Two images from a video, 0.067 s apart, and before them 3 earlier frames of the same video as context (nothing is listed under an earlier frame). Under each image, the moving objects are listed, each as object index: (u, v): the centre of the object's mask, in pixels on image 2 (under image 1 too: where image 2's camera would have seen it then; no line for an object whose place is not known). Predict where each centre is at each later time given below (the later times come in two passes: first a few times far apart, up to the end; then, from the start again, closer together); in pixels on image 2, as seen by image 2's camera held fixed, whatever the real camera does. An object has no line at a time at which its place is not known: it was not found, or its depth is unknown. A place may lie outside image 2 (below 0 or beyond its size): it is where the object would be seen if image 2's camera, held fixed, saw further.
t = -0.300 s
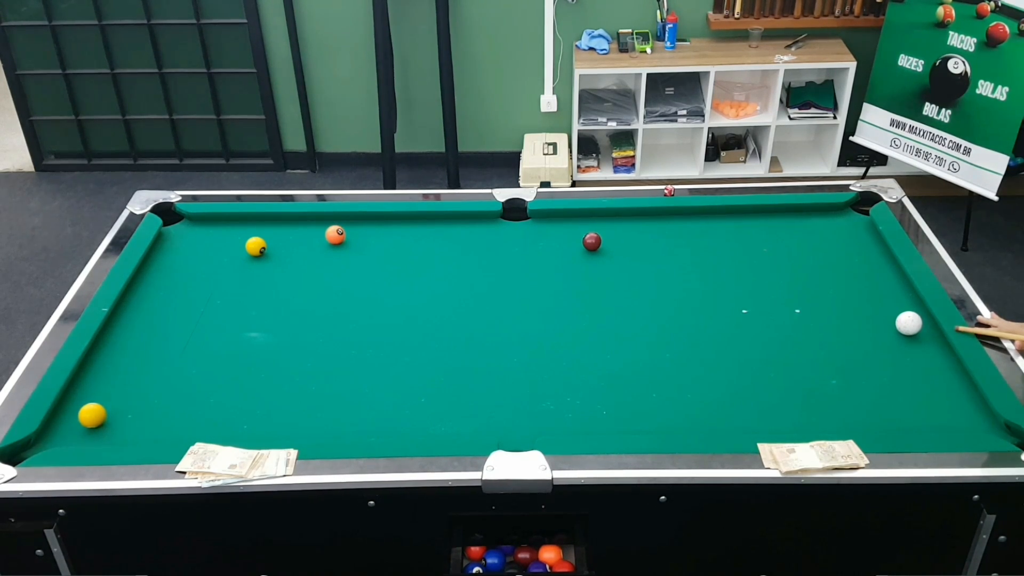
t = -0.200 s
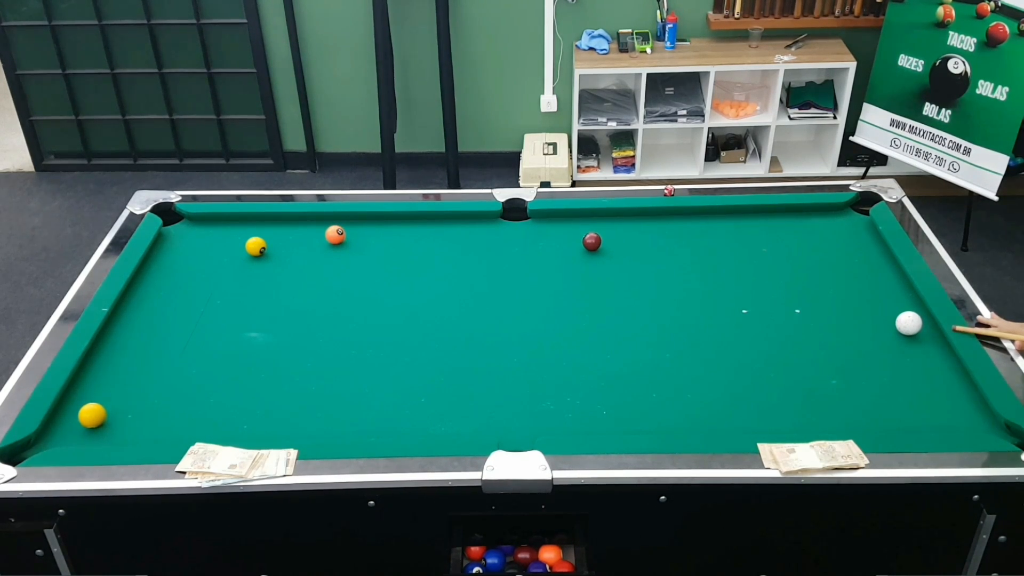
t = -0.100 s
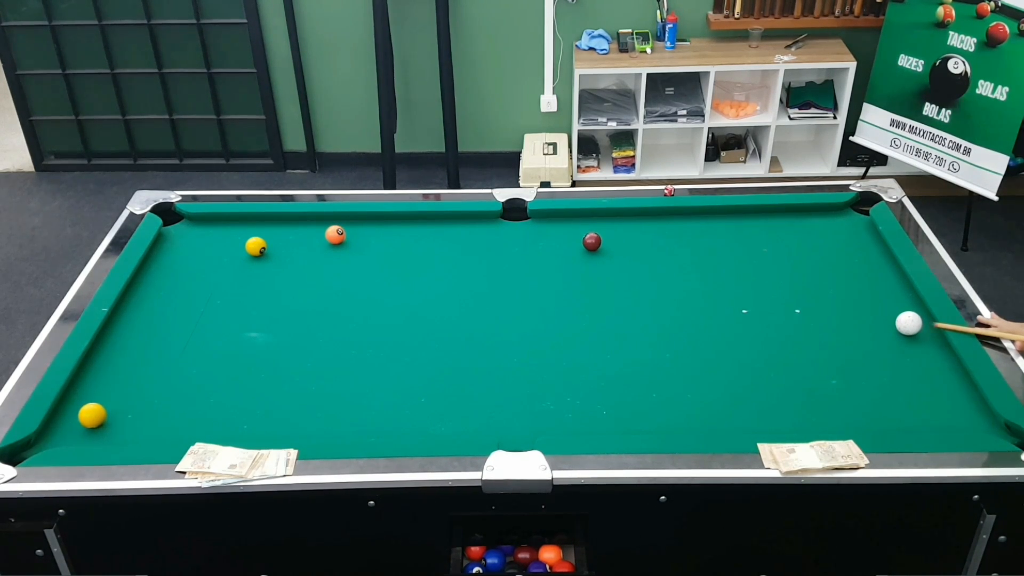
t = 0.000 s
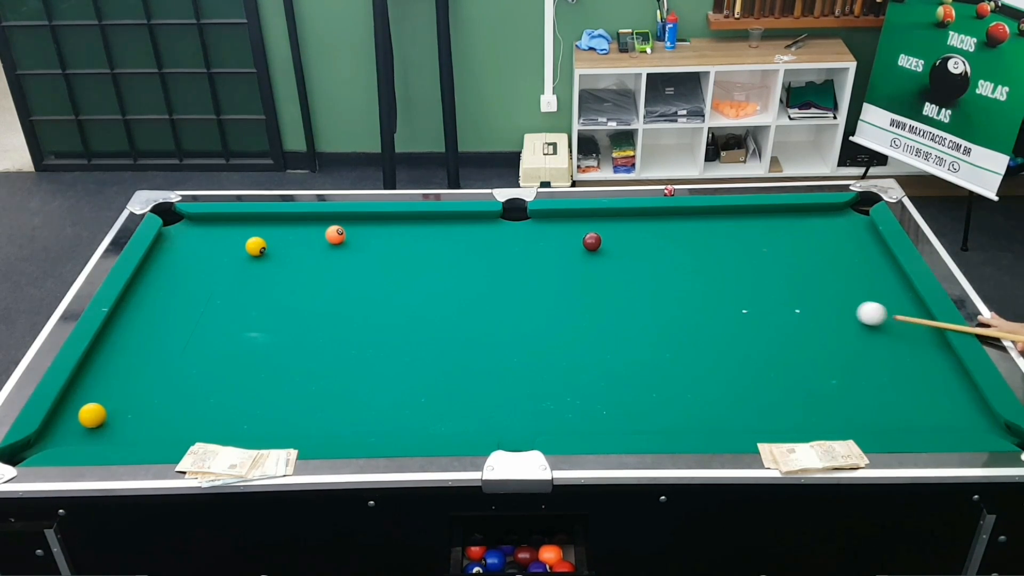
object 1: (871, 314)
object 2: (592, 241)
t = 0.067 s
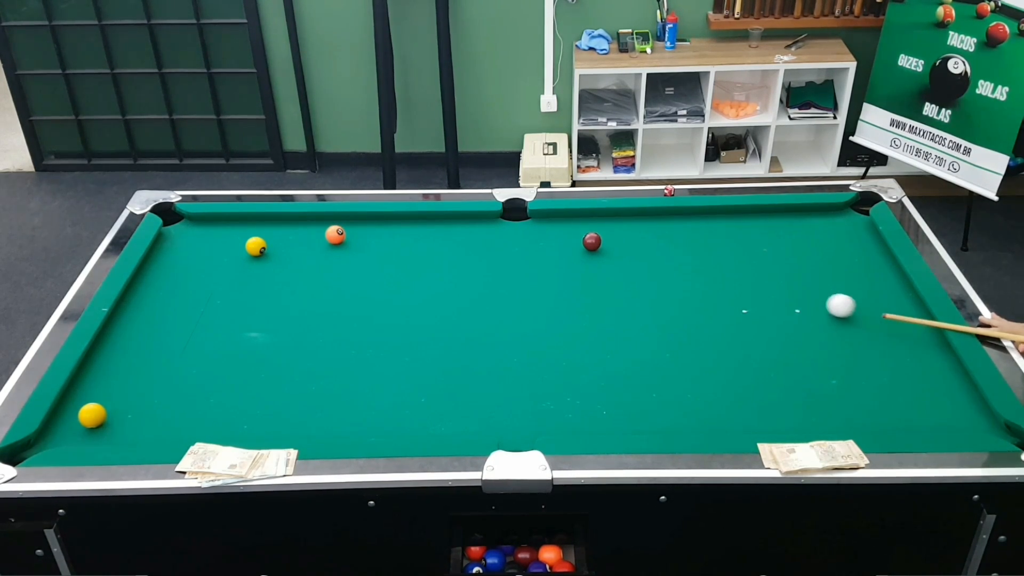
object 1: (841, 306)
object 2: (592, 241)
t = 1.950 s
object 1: (499, 222)
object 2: (511, 264)
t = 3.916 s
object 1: (458, 222)
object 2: (502, 319)
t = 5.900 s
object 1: (458, 222)
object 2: (502, 319)
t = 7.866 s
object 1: (458, 221)
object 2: (502, 319)
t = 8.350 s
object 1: (458, 221)
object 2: (502, 319)
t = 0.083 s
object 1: (833, 304)
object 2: (592, 241)
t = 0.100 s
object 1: (826, 302)
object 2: (592, 241)
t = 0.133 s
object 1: (811, 298)
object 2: (592, 241)
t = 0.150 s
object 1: (804, 297)
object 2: (592, 241)
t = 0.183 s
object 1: (790, 293)
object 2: (592, 241)
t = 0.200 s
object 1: (783, 291)
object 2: (592, 241)
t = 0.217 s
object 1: (776, 289)
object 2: (592, 241)
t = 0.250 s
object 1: (762, 286)
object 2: (592, 241)
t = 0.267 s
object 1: (755, 284)
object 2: (592, 241)
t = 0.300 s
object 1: (742, 281)
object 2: (592, 241)
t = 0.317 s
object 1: (735, 279)
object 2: (592, 241)
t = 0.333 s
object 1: (729, 277)
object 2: (592, 241)
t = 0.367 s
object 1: (716, 274)
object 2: (592, 241)
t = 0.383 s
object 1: (710, 272)
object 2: (592, 241)
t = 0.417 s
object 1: (697, 269)
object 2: (592, 241)
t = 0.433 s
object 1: (691, 267)
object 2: (592, 241)
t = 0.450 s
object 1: (685, 266)
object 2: (592, 241)
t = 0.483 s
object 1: (673, 263)
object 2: (592, 241)
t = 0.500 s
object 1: (667, 261)
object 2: (592, 241)
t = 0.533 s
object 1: (655, 258)
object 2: (592, 241)
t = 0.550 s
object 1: (649, 257)
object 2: (592, 241)
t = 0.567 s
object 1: (643, 255)
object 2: (592, 241)
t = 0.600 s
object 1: (632, 252)
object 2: (592, 241)
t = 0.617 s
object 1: (626, 250)
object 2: (592, 242)
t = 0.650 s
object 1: (615, 247)
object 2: (592, 241)
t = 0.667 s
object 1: (610, 246)
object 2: (591, 241)
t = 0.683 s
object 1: (608, 246)
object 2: (587, 240)
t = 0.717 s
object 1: (606, 245)
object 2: (577, 237)
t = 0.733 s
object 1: (605, 245)
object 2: (572, 235)
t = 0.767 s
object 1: (601, 244)
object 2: (562, 233)
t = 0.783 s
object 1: (599, 244)
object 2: (558, 231)
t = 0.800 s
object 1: (597, 244)
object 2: (554, 230)
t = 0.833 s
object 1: (594, 243)
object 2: (546, 228)
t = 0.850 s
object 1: (592, 242)
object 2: (542, 227)
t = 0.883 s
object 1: (588, 241)
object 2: (535, 225)
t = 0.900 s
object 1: (587, 241)
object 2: (532, 224)
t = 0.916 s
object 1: (585, 241)
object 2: (529, 223)
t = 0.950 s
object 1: (581, 240)
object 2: (521, 220)
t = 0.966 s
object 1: (580, 239)
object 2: (518, 219)
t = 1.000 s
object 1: (576, 239)
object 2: (511, 217)
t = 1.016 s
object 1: (575, 238)
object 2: (508, 217)
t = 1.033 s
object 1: (573, 238)
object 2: (506, 216)
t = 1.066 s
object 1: (570, 237)
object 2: (506, 218)
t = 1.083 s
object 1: (568, 237)
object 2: (507, 219)
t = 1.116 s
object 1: (565, 236)
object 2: (508, 221)
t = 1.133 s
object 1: (563, 236)
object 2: (508, 222)
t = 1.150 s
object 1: (562, 235)
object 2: (508, 223)
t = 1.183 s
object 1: (559, 235)
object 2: (508, 225)
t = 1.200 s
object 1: (557, 234)
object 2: (508, 226)
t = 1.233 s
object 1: (554, 234)
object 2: (508, 228)
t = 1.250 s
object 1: (552, 233)
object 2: (508, 228)
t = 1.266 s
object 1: (551, 233)
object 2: (509, 230)
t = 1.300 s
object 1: (548, 232)
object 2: (509, 231)
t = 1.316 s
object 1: (547, 232)
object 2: (509, 232)
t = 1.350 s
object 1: (544, 231)
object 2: (509, 234)
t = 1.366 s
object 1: (542, 231)
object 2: (509, 235)
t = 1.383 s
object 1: (541, 231)
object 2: (509, 236)
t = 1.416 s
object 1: (538, 230)
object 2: (509, 238)
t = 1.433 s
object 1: (537, 230)
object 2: (509, 239)
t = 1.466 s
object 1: (534, 229)
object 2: (509, 240)
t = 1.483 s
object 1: (533, 229)
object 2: (510, 241)
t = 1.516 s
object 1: (530, 228)
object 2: (510, 243)
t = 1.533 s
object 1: (529, 228)
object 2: (510, 244)
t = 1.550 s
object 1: (527, 228)
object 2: (510, 245)
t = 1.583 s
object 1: (525, 227)
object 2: (510, 246)
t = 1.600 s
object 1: (524, 227)
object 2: (510, 247)
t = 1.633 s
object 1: (521, 226)
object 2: (510, 249)
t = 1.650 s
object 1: (520, 226)
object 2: (510, 250)
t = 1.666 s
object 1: (518, 226)
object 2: (510, 250)
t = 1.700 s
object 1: (516, 225)
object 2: (510, 252)
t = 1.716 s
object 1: (515, 225)
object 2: (510, 253)
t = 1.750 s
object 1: (512, 225)
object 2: (510, 254)
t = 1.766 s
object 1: (511, 224)
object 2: (510, 255)
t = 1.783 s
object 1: (510, 224)
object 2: (511, 256)
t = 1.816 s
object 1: (508, 224)
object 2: (511, 257)
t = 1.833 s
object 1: (507, 224)
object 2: (511, 258)
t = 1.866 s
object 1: (504, 223)
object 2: (511, 260)
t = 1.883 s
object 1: (503, 223)
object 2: (511, 261)
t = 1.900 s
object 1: (502, 223)
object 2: (511, 262)
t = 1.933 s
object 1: (500, 222)
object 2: (511, 263)
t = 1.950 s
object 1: (499, 222)
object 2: (511, 264)
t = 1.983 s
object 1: (497, 221)
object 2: (511, 265)
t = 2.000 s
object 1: (496, 221)
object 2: (511, 266)
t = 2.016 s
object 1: (495, 221)
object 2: (511, 267)
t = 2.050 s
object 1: (493, 220)
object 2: (511, 268)
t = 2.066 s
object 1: (492, 220)
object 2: (511, 269)
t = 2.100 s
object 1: (490, 220)
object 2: (511, 271)
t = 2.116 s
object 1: (489, 220)
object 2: (511, 271)
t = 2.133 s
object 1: (488, 219)
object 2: (511, 272)
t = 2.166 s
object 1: (487, 219)
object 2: (511, 274)
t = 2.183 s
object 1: (486, 219)
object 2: (511, 274)
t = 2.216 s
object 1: (484, 218)
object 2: (511, 276)
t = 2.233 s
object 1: (483, 218)
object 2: (511, 276)
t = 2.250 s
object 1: (482, 218)
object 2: (511, 277)
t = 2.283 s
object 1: (481, 218)
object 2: (511, 279)
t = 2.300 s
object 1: (480, 218)
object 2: (511, 279)
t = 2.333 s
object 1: (479, 218)
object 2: (511, 281)
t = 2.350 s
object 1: (478, 218)
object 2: (511, 281)
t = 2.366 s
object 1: (477, 218)
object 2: (511, 282)
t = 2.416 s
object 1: (476, 218)
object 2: (511, 283)
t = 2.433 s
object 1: (476, 219)
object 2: (511, 284)
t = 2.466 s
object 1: (474, 219)
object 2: (511, 285)
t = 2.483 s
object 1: (474, 219)
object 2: (510, 286)
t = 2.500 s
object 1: (473, 219)
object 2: (510, 286)
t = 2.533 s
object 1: (472, 219)
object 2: (510, 288)
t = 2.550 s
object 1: (472, 219)
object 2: (510, 288)
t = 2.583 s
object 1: (471, 220)
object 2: (510, 289)
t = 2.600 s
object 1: (470, 220)
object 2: (510, 290)
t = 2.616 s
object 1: (469, 220)
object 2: (510, 291)
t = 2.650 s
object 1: (469, 220)
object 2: (510, 292)
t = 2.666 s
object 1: (468, 220)
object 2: (510, 292)
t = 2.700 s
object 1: (467, 220)
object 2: (509, 293)
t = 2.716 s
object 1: (467, 220)
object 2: (509, 294)
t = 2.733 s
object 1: (466, 220)
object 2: (509, 295)
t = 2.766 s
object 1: (465, 221)
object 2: (509, 296)
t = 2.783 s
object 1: (465, 221)
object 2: (509, 296)
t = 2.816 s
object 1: (464, 221)
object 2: (509, 298)
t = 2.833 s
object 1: (464, 221)
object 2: (509, 298)
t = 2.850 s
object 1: (463, 221)
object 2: (508, 299)
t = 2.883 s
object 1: (463, 221)
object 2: (508, 300)
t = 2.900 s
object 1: (462, 221)
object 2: (508, 300)
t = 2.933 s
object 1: (462, 221)
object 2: (508, 301)
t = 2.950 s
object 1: (462, 221)
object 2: (508, 302)
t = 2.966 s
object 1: (461, 221)
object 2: (508, 302)
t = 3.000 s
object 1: (461, 221)
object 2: (508, 303)
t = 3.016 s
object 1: (461, 222)
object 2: (508, 304)
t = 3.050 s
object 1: (460, 222)
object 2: (508, 305)
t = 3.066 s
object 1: (460, 222)
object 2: (507, 305)
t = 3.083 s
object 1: (460, 222)
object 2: (507, 305)
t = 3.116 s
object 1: (459, 222)
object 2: (507, 306)
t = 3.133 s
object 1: (459, 222)
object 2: (507, 307)
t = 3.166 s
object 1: (459, 222)
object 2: (507, 308)
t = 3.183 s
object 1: (458, 222)
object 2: (507, 308)
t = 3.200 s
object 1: (458, 222)
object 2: (507, 308)
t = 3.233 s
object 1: (458, 222)
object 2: (506, 309)
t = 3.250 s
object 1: (458, 222)
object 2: (506, 310)
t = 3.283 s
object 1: (458, 222)
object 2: (506, 310)
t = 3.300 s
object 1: (458, 222)
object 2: (506, 311)
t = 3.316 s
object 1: (458, 222)
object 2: (506, 311)
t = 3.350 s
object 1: (458, 222)
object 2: (506, 312)
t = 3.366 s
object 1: (457, 222)
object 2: (506, 312)
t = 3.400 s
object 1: (457, 222)
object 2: (505, 313)
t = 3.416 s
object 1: (457, 222)
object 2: (505, 313)
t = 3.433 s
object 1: (458, 222)
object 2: (505, 313)
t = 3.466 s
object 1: (457, 222)
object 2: (505, 314)
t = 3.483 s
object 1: (457, 222)
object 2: (505, 314)
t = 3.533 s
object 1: (458, 222)
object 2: (505, 315)
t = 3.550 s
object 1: (458, 222)
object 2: (504, 315)
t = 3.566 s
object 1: (458, 222)
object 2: (504, 315)
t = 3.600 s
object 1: (458, 222)
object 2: (504, 316)
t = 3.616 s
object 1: (458, 222)
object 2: (504, 316)
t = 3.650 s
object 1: (458, 222)
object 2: (504, 316)
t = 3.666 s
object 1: (458, 222)
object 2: (504, 317)
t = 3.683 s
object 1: (458, 222)
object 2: (504, 317)
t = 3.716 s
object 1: (458, 222)
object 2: (504, 317)
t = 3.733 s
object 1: (458, 222)
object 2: (503, 317)
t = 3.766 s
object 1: (458, 222)
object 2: (503, 318)
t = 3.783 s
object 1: (458, 222)
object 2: (503, 318)
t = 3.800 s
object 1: (458, 222)
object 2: (503, 318)
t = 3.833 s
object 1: (458, 222)
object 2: (503, 318)
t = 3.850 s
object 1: (458, 222)
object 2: (503, 318)
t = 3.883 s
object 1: (458, 222)
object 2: (503, 318)
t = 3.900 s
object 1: (458, 222)
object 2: (502, 319)
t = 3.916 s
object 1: (458, 222)
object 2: (502, 319)
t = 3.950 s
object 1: (458, 222)
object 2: (502, 319)
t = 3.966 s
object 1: (458, 222)
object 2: (502, 319)
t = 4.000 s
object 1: (458, 222)
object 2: (502, 319)
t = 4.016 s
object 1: (458, 222)
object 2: (502, 319)
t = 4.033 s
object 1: (458, 222)
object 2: (502, 319)
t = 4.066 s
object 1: (458, 222)
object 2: (502, 319)
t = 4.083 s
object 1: (458, 222)
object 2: (502, 319)
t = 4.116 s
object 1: (458, 222)
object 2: (502, 319)
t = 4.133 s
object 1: (458, 222)
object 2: (502, 319)
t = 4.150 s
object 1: (458, 222)
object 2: (502, 319)
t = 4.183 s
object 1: (458, 222)
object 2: (502, 319)
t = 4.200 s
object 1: (458, 222)
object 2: (502, 319)
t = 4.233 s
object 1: (458, 222)
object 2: (502, 319)
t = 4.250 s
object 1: (458, 222)
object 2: (502, 319)
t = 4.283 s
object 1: (458, 222)
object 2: (502, 319)
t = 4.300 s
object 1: (458, 222)
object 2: (502, 319)
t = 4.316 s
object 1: (458, 222)
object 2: (502, 319)
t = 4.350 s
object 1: (458, 222)
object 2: (502, 319)
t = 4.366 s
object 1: (458, 222)
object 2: (502, 319)
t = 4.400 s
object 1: (458, 222)
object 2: (502, 319)
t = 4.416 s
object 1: (458, 222)
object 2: (502, 319)
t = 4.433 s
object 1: (458, 222)
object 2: (502, 319)
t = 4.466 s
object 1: (458, 222)
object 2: (502, 319)
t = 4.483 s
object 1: (458, 222)
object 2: (502, 319)
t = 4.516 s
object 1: (458, 222)
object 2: (502, 319)
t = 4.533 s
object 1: (458, 222)
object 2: (502, 319)
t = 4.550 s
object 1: (458, 222)
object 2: (502, 319)
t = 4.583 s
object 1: (458, 222)
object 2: (502, 319)
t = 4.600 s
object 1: (458, 222)
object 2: (502, 319)
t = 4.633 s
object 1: (458, 222)
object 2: (502, 319)
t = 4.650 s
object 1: (458, 222)
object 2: (502, 319)
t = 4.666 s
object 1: (458, 222)
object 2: (502, 319)
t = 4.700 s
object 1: (458, 222)
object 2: (502, 319)
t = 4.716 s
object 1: (458, 222)
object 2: (502, 319)
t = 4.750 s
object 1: (458, 222)
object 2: (502, 319)
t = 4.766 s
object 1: (458, 222)
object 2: (502, 319)
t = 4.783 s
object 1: (458, 222)
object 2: (502, 319)
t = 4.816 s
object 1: (458, 222)
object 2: (502, 319)
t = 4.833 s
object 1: (458, 222)
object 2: (502, 319)
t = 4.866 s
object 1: (458, 222)
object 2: (502, 319)
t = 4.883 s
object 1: (458, 222)
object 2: (502, 319)
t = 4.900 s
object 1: (458, 222)
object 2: (502, 319)
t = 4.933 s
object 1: (458, 222)
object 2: (502, 319)
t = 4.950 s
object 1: (458, 222)
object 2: (502, 319)
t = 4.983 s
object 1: (458, 222)
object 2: (502, 319)
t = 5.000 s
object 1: (458, 222)
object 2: (502, 319)
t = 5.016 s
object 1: (458, 222)
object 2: (502, 319)
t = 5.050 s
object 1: (458, 222)
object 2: (502, 319)
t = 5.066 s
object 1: (458, 222)
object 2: (502, 319)
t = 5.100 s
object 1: (458, 222)
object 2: (502, 319)
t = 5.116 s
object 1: (458, 222)
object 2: (502, 319)
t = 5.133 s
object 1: (458, 221)
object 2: (502, 319)
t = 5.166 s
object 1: (458, 221)
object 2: (502, 319)
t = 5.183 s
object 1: (458, 222)
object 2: (502, 319)
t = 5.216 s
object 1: (458, 222)
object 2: (502, 319)
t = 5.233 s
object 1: (458, 222)
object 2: (502, 319)
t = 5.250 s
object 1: (458, 222)
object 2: (502, 319)
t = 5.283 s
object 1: (458, 222)
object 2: (502, 319)
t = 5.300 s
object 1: (458, 222)
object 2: (502, 319)
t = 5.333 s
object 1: (458, 222)
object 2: (502, 319)
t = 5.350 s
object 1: (458, 222)
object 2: (502, 319)
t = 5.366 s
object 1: (458, 222)
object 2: (502, 319)
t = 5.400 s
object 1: (458, 222)
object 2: (502, 319)
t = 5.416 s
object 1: (458, 222)
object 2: (502, 319)
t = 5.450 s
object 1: (458, 222)
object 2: (502, 319)
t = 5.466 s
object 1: (458, 222)
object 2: (502, 319)
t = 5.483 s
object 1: (458, 222)
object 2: (502, 319)
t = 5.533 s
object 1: (458, 222)
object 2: (502, 319)
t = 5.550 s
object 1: (458, 222)
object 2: (502, 319)
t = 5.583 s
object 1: (458, 222)
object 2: (502, 319)
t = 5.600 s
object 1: (458, 222)
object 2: (502, 319)
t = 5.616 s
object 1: (458, 221)
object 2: (502, 319)
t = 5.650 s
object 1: (458, 221)
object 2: (502, 319)
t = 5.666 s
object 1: (458, 221)
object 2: (502, 319)
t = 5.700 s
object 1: (458, 222)
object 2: (502, 319)
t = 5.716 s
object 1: (458, 221)
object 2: (502, 319)
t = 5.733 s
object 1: (458, 222)
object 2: (502, 319)
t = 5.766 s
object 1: (458, 222)
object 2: (502, 319)
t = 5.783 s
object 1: (458, 222)
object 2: (502, 319)
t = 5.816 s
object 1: (458, 222)
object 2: (502, 319)
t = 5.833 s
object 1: (458, 222)
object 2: (502, 319)
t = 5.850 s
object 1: (458, 222)
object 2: (502, 319)
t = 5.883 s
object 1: (458, 222)
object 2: (502, 319)
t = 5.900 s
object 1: (458, 222)
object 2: (502, 319)
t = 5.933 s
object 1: (458, 222)
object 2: (502, 319)
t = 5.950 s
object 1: (458, 221)
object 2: (502, 319)
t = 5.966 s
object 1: (458, 222)
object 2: (502, 319)
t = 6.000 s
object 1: (458, 222)
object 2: (502, 319)
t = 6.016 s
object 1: (458, 221)
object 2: (502, 319)
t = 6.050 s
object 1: (458, 221)
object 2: (502, 319)
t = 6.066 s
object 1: (458, 221)
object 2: (502, 319)
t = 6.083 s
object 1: (458, 221)
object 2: (502, 319)
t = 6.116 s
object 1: (458, 221)
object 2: (502, 319)
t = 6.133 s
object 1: (458, 221)
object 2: (502, 319)
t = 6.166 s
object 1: (458, 222)
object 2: (502, 319)
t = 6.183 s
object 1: (458, 221)
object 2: (502, 319)
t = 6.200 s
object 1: (458, 221)
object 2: (502, 319)
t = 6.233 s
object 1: (458, 221)
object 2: (502, 319)
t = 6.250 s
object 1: (458, 222)
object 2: (502, 319)
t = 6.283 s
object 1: (458, 222)
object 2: (502, 319)
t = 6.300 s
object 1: (458, 221)
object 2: (502, 319)
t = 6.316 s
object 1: (458, 222)
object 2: (502, 319)
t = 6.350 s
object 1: (458, 222)
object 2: (502, 319)
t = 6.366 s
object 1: (458, 222)
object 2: (502, 319)
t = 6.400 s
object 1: (458, 222)
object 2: (502, 319)
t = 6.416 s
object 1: (458, 222)
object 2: (502, 319)
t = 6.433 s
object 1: (458, 222)
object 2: (502, 319)
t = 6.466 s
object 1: (458, 222)
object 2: (502, 319)
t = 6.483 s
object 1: (458, 221)
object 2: (502, 319)
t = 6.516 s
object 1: (458, 221)
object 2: (502, 319)
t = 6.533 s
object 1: (458, 221)
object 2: (502, 319)
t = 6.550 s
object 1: (458, 221)
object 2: (502, 319)
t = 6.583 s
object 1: (458, 221)
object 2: (502, 319)
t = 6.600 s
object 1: (458, 221)
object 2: (502, 319)
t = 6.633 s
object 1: (458, 221)
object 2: (502, 319)
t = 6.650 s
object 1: (458, 221)
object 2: (502, 319)
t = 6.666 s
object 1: (458, 221)
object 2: (502, 319)
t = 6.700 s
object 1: (458, 221)
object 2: (502, 319)
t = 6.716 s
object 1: (458, 221)
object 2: (502, 319)
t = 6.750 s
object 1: (458, 221)
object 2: (502, 319)
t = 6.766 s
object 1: (458, 222)
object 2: (502, 319)
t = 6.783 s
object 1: (458, 221)
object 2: (502, 319)
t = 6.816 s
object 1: (458, 222)
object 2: (502, 319)
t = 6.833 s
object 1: (458, 222)
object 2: (502, 319)
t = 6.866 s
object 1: (458, 221)
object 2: (502, 319)
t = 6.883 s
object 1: (458, 221)
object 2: (502, 319)
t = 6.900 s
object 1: (458, 221)
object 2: (502, 319)
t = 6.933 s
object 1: (458, 221)
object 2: (502, 319)
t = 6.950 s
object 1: (458, 221)
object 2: (502, 319)
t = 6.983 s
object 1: (458, 221)
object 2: (502, 319)
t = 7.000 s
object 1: (458, 221)
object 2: (502, 319)
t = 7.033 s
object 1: (458, 221)
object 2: (502, 319)
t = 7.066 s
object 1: (458, 221)
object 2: (502, 319)
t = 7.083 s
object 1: (458, 221)
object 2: (502, 319)
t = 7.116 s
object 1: (458, 221)
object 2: (502, 319)
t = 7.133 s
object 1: (458, 221)
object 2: (502, 319)
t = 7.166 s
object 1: (458, 221)
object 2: (502, 319)
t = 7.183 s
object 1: (458, 221)
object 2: (502, 319)
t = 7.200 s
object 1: (458, 221)
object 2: (502, 319)
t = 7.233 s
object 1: (458, 221)
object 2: (502, 319)
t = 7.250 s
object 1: (458, 221)
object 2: (502, 319)
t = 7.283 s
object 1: (458, 221)
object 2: (502, 319)
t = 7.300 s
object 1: (458, 222)
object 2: (502, 319)
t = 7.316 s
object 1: (458, 221)
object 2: (502, 319)
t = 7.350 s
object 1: (458, 221)
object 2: (502, 319)
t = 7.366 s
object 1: (458, 221)
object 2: (502, 319)
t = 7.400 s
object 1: (458, 221)
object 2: (502, 319)
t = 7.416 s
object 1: (458, 221)
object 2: (502, 319)
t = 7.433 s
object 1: (458, 221)
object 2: (502, 319)
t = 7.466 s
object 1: (458, 221)
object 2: (502, 319)
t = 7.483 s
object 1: (458, 221)
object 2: (502, 319)
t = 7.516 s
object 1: (458, 221)
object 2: (502, 319)
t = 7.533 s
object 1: (458, 221)
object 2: (502, 319)
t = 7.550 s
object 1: (458, 221)
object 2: (502, 319)
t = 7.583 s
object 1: (458, 221)
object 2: (502, 319)
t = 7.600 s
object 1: (458, 222)
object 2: (502, 319)
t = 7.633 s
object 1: (458, 221)
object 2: (502, 319)
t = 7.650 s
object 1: (458, 222)
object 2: (502, 319)
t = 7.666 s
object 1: (458, 221)
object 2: (502, 319)
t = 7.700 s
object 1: (458, 222)
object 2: (502, 319)
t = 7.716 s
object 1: (458, 221)
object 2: (502, 319)
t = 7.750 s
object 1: (458, 221)
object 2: (502, 319)
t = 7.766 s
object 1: (458, 221)
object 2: (502, 319)
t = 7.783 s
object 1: (458, 221)
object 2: (502, 319)
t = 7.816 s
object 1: (458, 221)
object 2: (502, 319)
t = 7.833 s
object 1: (458, 221)
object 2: (502, 319)
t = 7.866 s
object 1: (458, 221)
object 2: (502, 319)
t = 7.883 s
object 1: (458, 221)
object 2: (502, 319)
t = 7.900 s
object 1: (458, 221)
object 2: (502, 319)
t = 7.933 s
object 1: (458, 221)
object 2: (502, 319)
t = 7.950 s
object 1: (458, 221)
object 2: (502, 319)
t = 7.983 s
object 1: (458, 221)
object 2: (502, 319)
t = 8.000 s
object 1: (458, 221)
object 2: (502, 319)
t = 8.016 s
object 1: (458, 221)
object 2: (502, 319)
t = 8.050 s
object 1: (458, 222)
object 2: (502, 319)
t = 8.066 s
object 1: (458, 221)
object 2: (502, 319)
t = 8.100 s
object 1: (458, 222)
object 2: (502, 319)
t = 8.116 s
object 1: (458, 221)
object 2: (502, 319)
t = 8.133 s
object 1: (458, 221)
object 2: (502, 319)
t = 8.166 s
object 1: (458, 221)
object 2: (502, 319)
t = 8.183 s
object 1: (458, 221)
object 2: (502, 319)
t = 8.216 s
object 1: (458, 221)
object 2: (502, 319)
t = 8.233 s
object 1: (458, 221)
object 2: (502, 319)
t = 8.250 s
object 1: (458, 221)
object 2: (502, 319)
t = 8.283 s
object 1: (458, 221)
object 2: (502, 319)
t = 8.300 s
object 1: (458, 221)
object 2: (502, 319)
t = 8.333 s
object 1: (458, 221)
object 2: (502, 319)
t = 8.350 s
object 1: (458, 221)
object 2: (502, 319)
